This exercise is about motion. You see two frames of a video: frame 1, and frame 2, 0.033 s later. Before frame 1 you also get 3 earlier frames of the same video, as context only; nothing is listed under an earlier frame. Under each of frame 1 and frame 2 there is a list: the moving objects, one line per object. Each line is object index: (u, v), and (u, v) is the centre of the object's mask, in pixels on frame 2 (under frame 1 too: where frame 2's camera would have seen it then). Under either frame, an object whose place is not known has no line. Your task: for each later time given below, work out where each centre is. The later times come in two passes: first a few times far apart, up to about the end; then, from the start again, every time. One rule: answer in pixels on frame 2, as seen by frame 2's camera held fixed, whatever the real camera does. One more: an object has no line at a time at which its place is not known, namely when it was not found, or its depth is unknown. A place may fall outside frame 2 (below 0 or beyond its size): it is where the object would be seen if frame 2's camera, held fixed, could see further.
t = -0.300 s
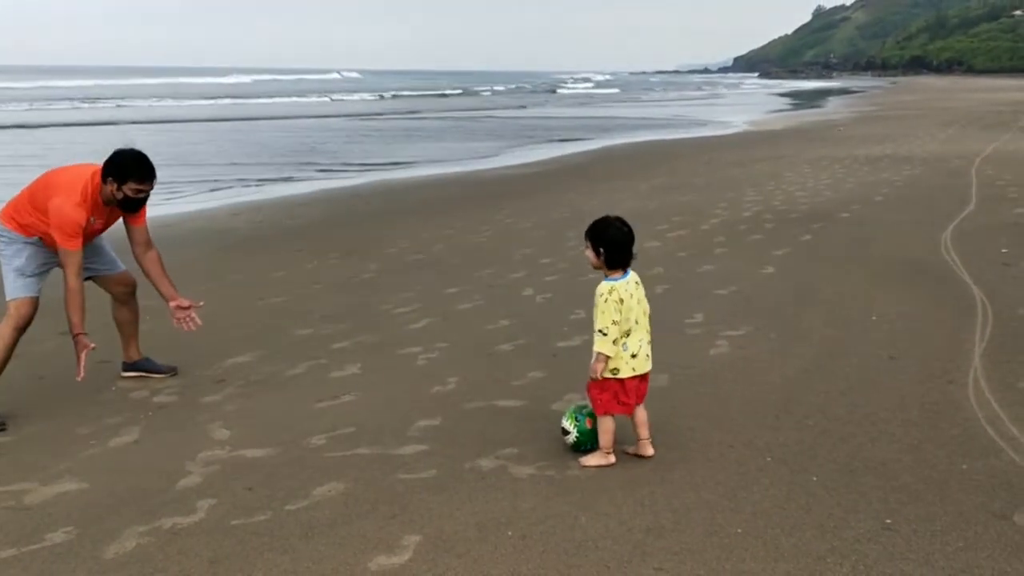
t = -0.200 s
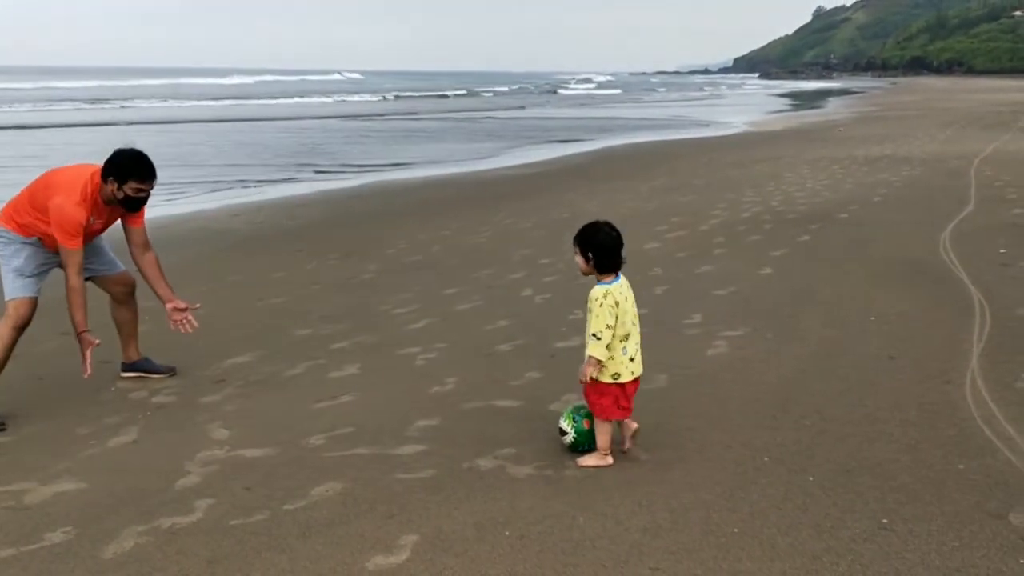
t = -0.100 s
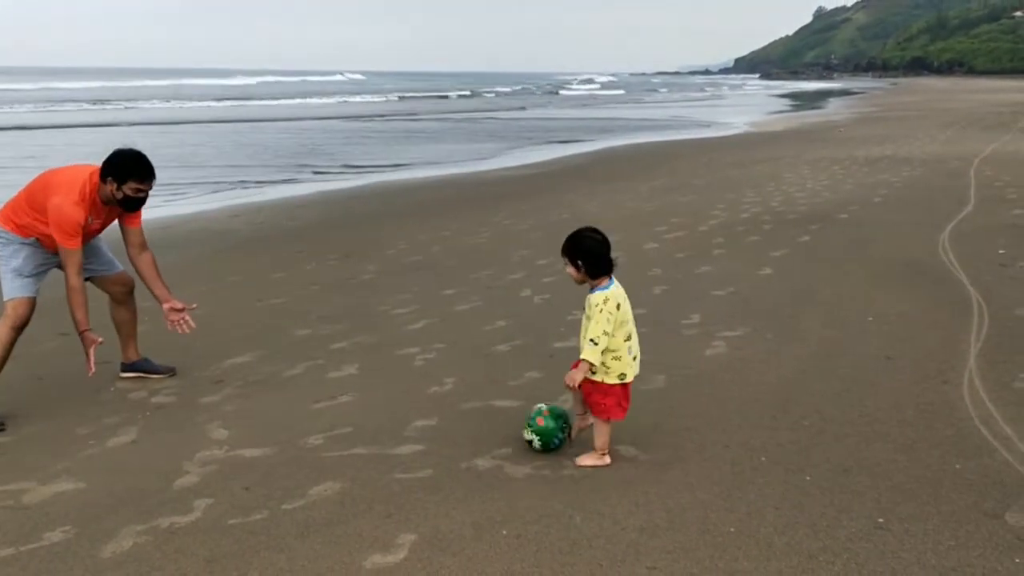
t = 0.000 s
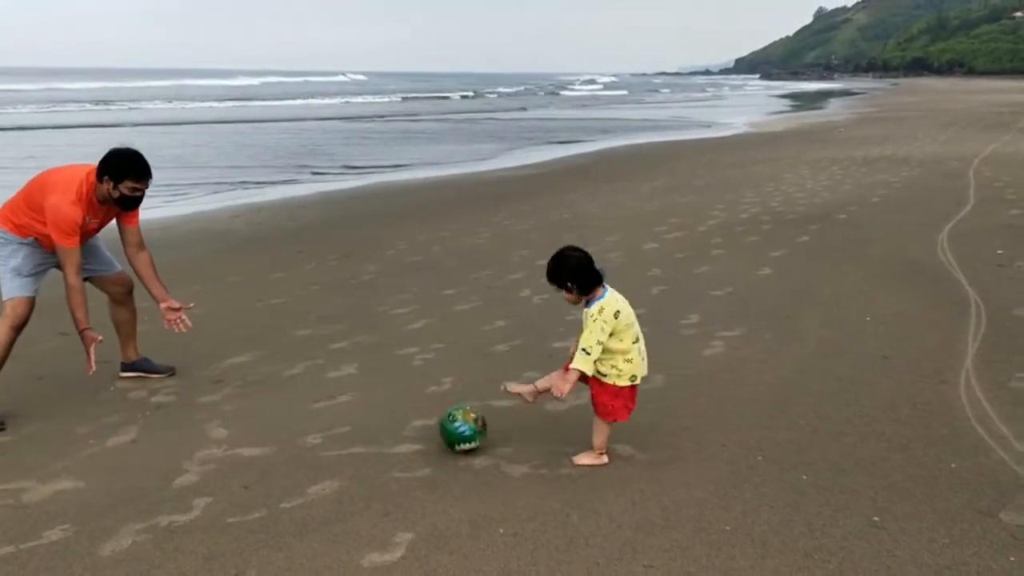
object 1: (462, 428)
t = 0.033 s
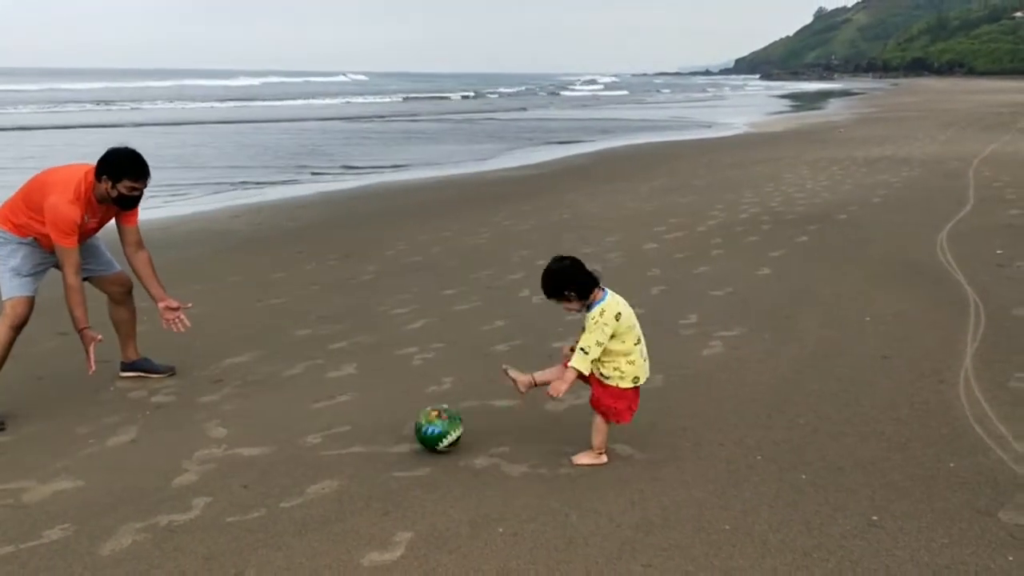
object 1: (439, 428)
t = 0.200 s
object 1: (323, 436)
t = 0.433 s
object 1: (185, 446)
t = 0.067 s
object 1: (416, 430)
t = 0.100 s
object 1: (393, 433)
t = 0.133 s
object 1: (370, 433)
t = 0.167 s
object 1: (345, 435)
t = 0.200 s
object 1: (323, 436)
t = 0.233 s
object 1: (302, 438)
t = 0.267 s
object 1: (284, 438)
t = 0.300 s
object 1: (267, 439)
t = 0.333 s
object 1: (249, 440)
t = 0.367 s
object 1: (229, 442)
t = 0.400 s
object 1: (207, 444)
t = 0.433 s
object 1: (185, 446)
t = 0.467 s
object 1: (165, 446)
